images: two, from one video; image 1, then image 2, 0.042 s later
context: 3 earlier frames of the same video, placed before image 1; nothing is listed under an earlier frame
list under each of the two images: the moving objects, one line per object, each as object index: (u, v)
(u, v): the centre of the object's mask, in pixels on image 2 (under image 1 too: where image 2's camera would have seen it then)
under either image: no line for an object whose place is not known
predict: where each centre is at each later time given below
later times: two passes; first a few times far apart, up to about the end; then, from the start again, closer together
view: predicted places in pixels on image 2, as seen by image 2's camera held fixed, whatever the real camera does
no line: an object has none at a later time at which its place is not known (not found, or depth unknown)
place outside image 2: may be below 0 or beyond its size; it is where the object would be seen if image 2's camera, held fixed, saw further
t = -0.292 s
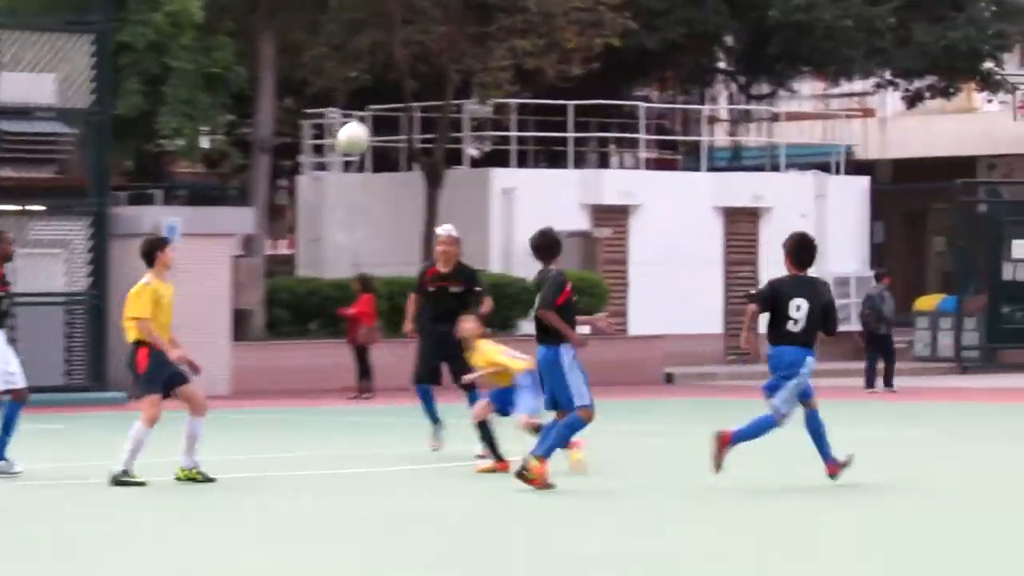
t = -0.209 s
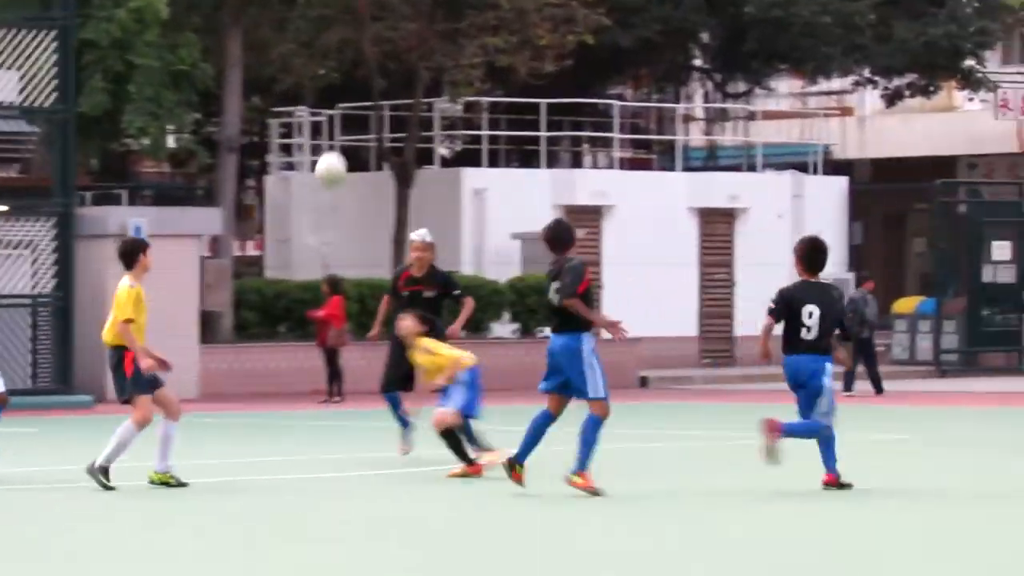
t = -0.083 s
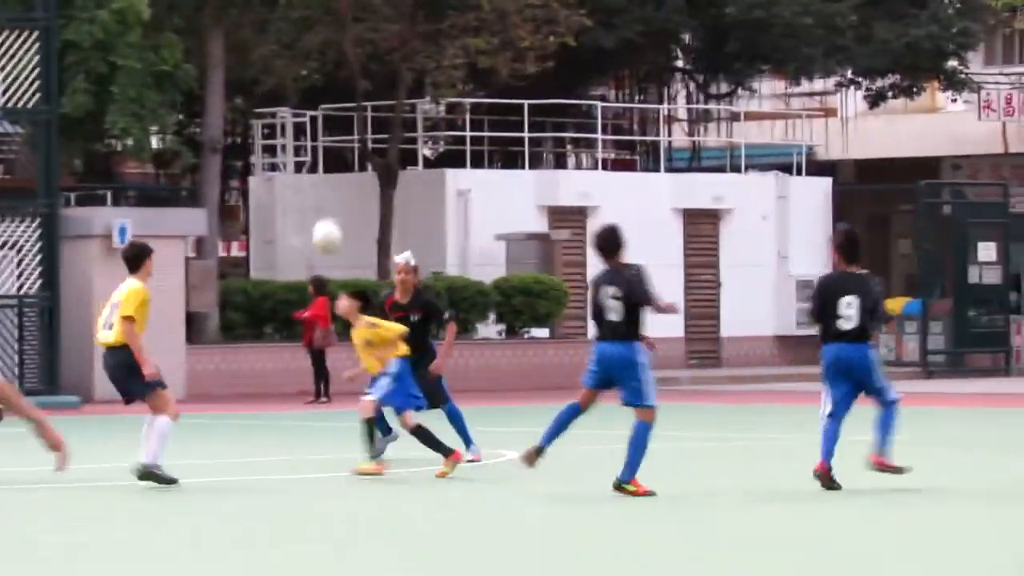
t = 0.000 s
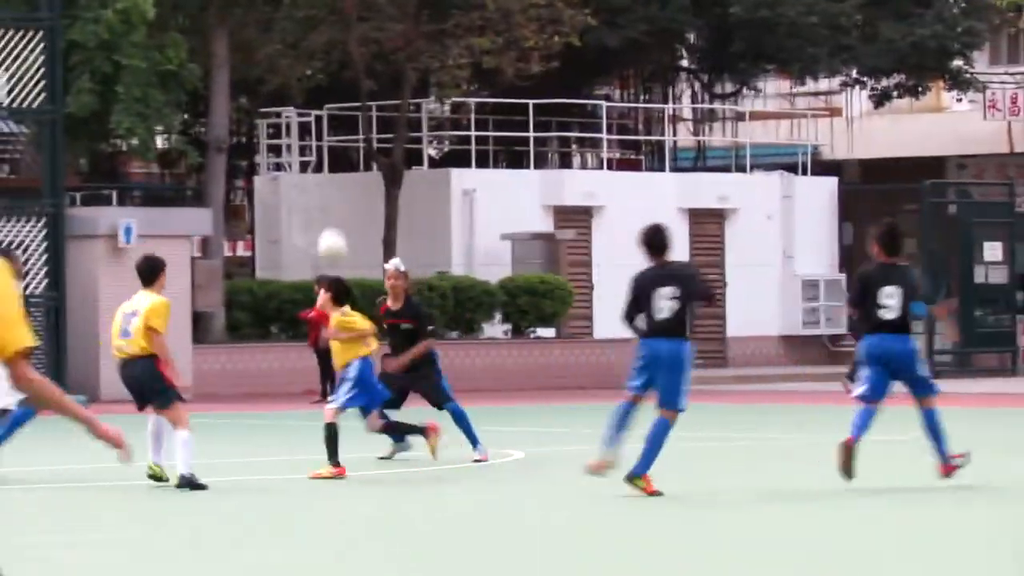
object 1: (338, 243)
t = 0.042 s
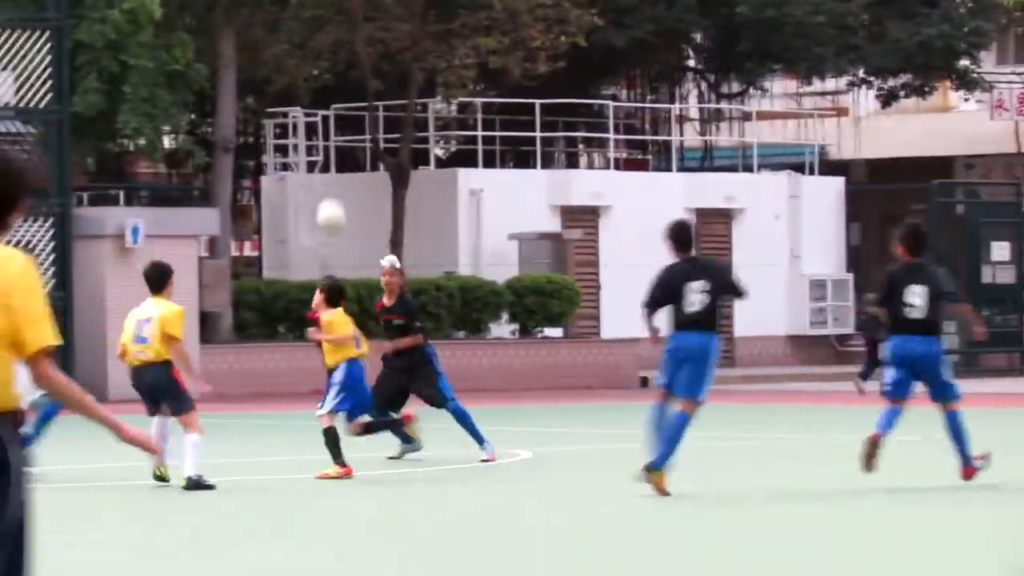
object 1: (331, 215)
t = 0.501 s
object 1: (241, 49)
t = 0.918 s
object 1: (169, 142)
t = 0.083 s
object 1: (322, 187)
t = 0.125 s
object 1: (314, 162)
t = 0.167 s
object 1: (306, 141)
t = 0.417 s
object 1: (258, 56)
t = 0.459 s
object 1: (249, 51)
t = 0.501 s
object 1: (241, 49)
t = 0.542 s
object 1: (233, 48)
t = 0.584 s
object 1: (226, 49)
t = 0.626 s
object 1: (220, 53)
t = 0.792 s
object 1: (193, 89)
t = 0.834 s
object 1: (184, 104)
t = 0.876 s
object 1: (177, 123)
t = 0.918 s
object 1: (169, 142)
